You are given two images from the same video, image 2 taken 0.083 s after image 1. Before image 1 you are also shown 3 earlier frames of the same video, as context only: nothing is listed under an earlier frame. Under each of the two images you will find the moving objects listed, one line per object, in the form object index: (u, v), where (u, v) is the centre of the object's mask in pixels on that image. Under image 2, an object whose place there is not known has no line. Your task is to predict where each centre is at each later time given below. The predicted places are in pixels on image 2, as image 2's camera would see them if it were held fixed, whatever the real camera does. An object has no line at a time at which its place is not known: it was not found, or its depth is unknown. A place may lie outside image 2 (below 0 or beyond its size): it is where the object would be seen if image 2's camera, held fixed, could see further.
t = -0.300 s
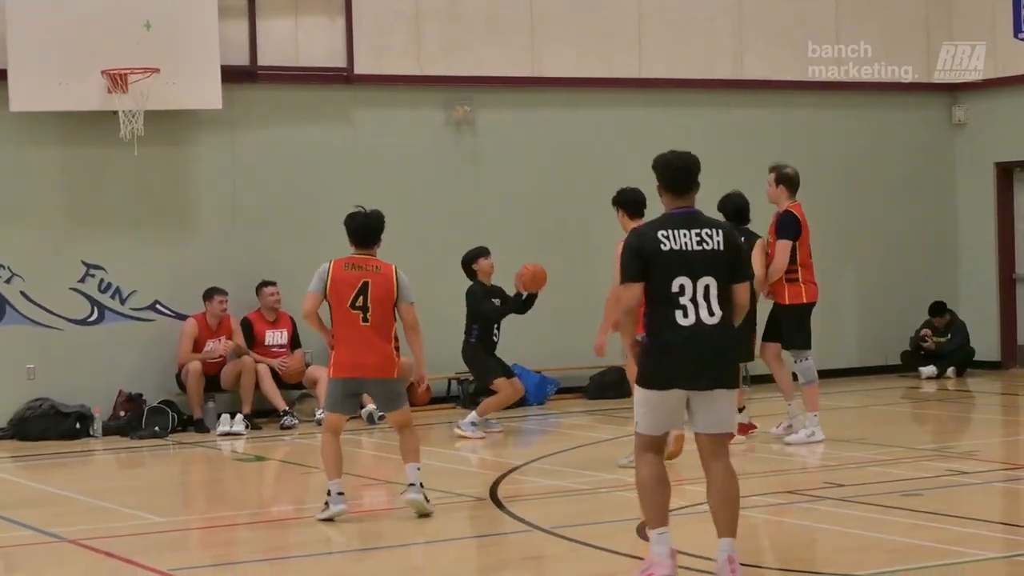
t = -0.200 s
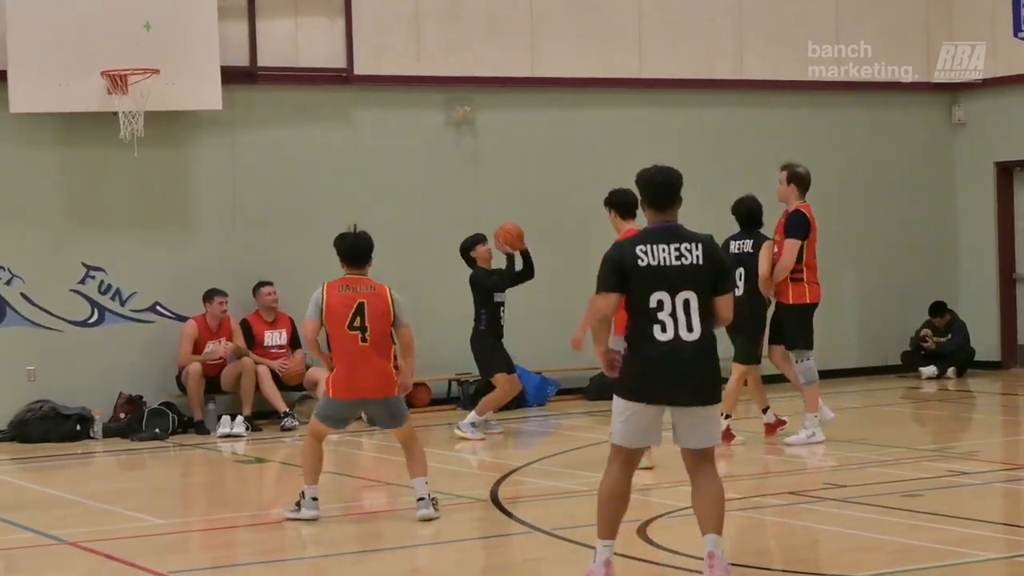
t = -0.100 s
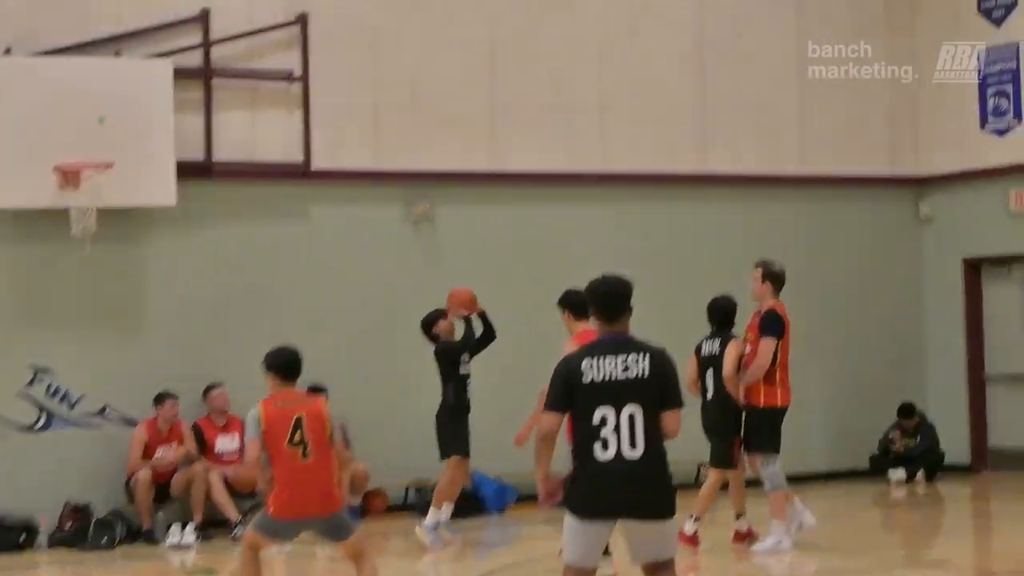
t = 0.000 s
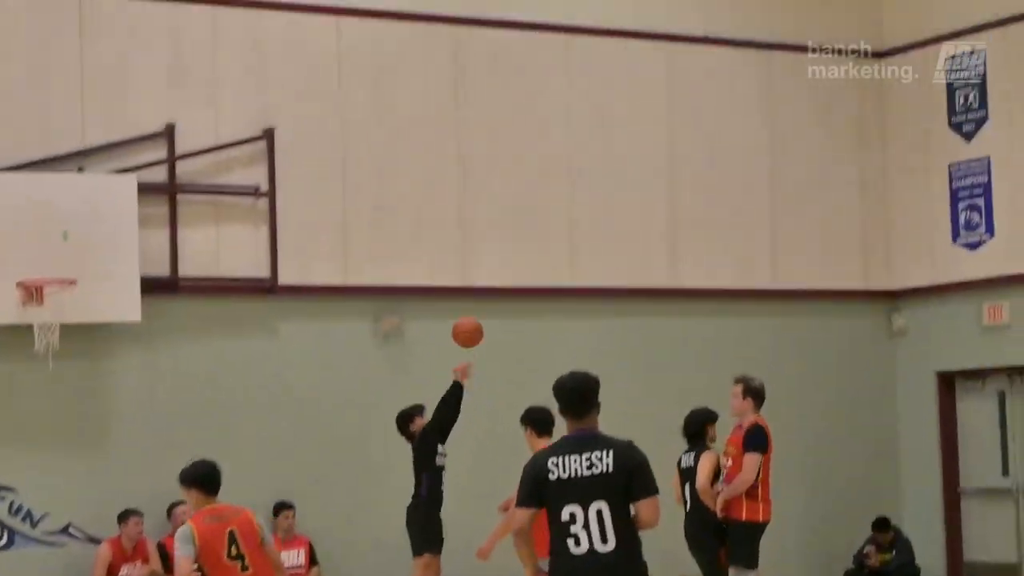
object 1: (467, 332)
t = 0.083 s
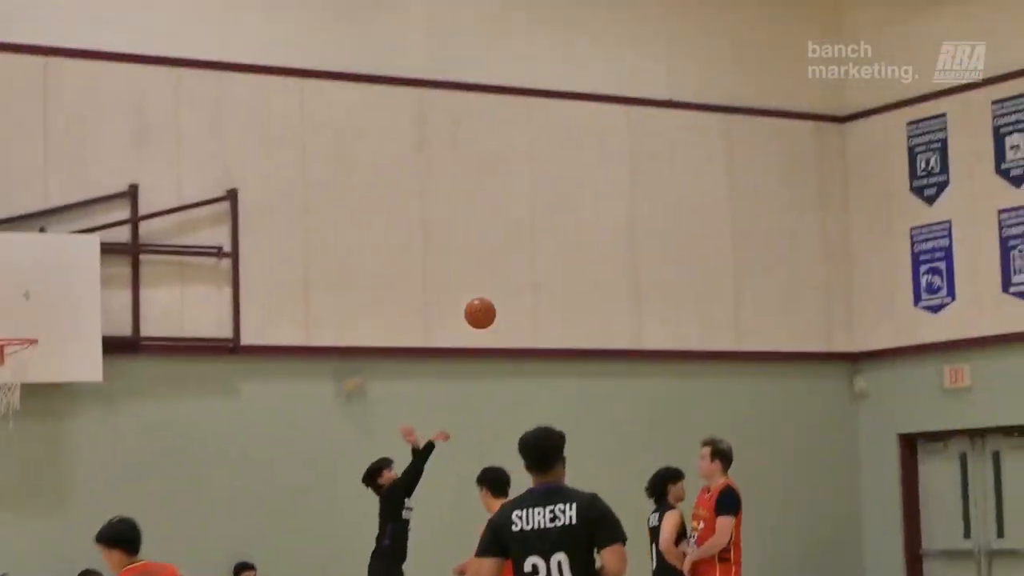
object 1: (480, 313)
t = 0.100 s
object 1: (490, 298)
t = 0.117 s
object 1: (501, 284)
